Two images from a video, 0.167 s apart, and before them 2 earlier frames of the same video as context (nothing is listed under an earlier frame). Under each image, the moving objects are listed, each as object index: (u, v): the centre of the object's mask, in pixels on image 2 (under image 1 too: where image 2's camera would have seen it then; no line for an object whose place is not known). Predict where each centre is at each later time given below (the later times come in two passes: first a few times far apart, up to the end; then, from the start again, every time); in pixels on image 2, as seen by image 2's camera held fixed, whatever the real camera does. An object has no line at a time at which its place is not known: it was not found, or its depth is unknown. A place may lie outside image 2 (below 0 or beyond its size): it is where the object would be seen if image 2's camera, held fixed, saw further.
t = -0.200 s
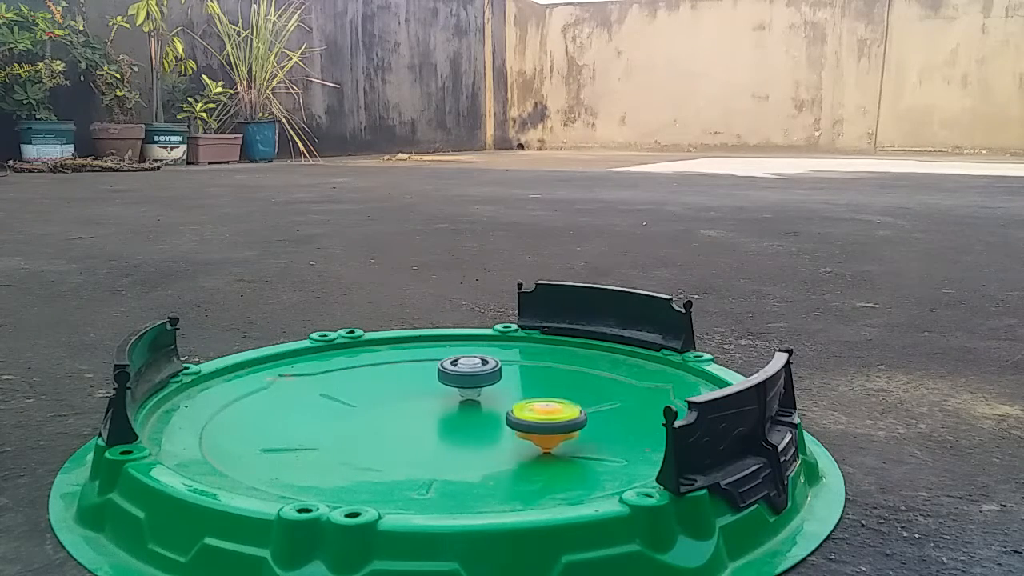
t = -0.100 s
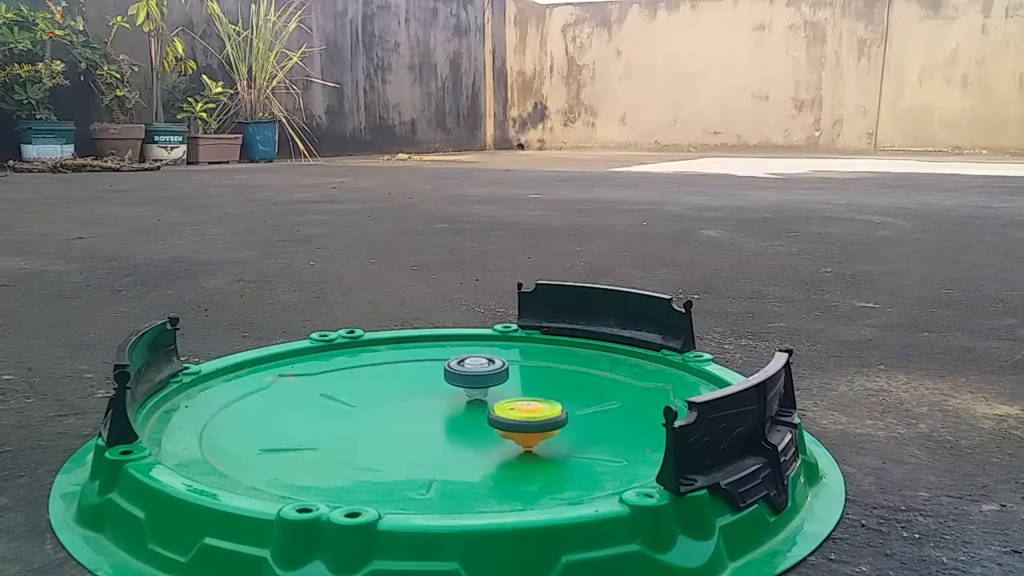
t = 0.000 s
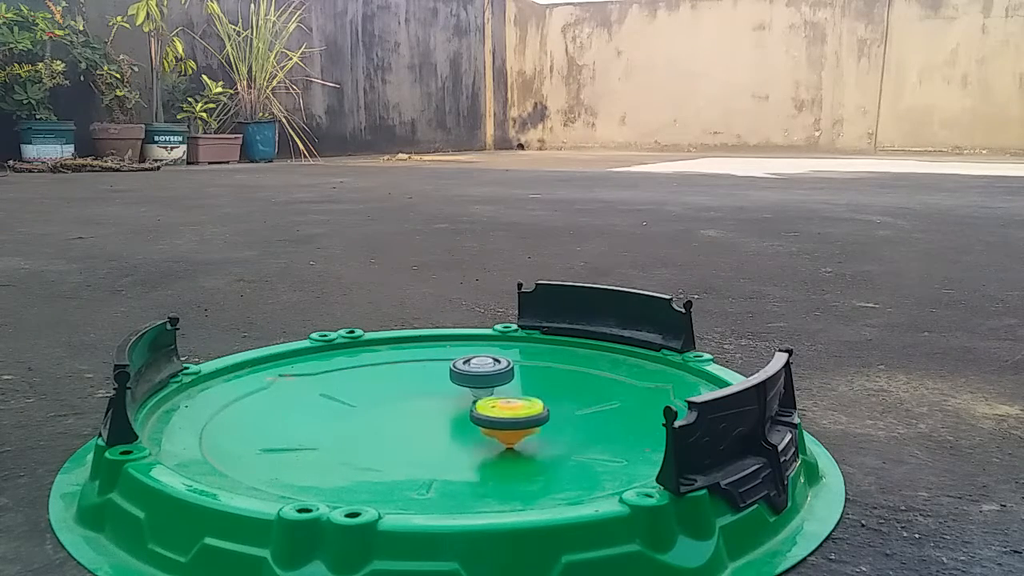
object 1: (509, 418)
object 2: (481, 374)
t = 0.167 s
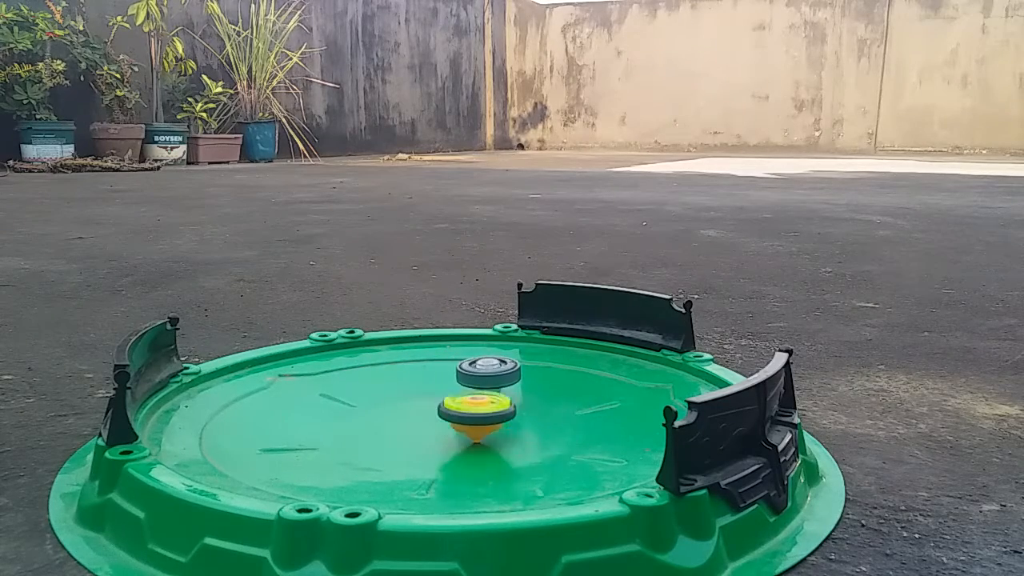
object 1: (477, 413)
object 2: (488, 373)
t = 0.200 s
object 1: (470, 412)
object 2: (490, 373)
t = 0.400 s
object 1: (428, 407)
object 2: (506, 378)
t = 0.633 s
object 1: (382, 400)
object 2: (527, 381)
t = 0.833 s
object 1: (350, 394)
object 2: (537, 384)
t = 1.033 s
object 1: (329, 399)
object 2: (554, 390)
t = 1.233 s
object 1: (339, 407)
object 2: (556, 397)
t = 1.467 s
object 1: (365, 397)
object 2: (544, 403)
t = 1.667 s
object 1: (386, 386)
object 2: (530, 404)
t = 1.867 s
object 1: (397, 377)
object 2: (514, 404)
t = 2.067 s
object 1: (380, 377)
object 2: (497, 404)
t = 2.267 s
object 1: (379, 383)
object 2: (478, 403)
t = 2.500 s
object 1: (415, 379)
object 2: (458, 401)
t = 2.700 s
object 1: (417, 364)
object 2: (463, 415)
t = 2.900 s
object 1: (390, 358)
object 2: (461, 421)
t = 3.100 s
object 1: (370, 362)
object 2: (459, 423)
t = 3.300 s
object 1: (370, 374)
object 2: (456, 422)
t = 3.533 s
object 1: (407, 387)
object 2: (453, 418)
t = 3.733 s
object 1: (457, 382)
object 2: (450, 420)
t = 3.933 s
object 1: (496, 372)
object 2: (440, 432)
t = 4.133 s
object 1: (495, 365)
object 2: (422, 435)
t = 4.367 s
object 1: (483, 365)
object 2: (424, 440)
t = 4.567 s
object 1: (476, 375)
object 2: (437, 442)
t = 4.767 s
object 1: (503, 384)
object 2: (425, 438)
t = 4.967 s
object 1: (531, 393)
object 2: (423, 430)
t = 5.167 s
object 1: (552, 401)
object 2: (433, 420)
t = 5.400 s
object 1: (569, 412)
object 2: (447, 410)
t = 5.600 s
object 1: (577, 412)
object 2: (459, 403)
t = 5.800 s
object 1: (561, 412)
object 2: (474, 395)
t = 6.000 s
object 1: (539, 417)
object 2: (487, 388)
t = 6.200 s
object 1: (512, 420)
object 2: (498, 379)
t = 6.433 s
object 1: (473, 420)
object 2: (488, 374)
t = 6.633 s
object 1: (437, 418)
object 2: (473, 374)
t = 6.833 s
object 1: (403, 415)
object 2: (466, 374)
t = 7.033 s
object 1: (373, 409)
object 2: (470, 374)
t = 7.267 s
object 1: (347, 402)
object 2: (485, 376)
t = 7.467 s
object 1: (335, 397)
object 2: (497, 377)
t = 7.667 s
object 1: (339, 400)
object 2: (508, 379)
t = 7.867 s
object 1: (361, 392)
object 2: (517, 381)
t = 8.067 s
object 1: (381, 383)
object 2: (524, 383)
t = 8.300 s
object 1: (387, 377)
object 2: (522, 387)
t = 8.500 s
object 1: (393, 379)
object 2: (504, 388)
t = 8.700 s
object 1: (419, 378)
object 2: (482, 388)
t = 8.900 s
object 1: (396, 374)
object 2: (497, 394)
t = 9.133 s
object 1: (377, 382)
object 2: (493, 396)
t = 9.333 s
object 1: (396, 384)
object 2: (489, 398)
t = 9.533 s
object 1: (416, 387)
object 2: (481, 399)
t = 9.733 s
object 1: (349, 372)
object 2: (539, 413)
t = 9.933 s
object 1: (339, 369)
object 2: (577, 417)
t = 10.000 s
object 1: (339, 369)
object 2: (579, 415)
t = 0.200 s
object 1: (470, 412)
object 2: (490, 373)
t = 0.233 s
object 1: (464, 411)
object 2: (493, 374)
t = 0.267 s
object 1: (456, 410)
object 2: (496, 375)
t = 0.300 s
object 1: (449, 410)
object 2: (498, 377)
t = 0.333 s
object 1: (442, 409)
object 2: (501, 377)
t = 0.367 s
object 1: (435, 408)
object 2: (504, 377)
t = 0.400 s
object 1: (428, 407)
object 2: (506, 378)
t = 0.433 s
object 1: (421, 406)
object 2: (509, 378)
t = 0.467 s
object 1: (415, 405)
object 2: (511, 378)
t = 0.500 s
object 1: (408, 405)
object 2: (514, 379)
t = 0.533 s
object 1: (401, 403)
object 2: (518, 379)
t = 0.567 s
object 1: (395, 402)
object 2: (521, 379)
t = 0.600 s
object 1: (389, 401)
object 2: (524, 380)
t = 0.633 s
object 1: (382, 400)
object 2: (527, 381)
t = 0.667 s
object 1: (376, 399)
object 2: (529, 381)
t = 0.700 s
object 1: (369, 398)
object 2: (532, 382)
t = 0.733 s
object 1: (364, 397)
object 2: (533, 382)
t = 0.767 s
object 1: (359, 396)
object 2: (534, 383)
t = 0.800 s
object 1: (354, 395)
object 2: (535, 383)
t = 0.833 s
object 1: (350, 394)
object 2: (537, 384)
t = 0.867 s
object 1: (345, 393)
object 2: (539, 384)
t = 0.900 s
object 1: (339, 393)
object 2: (542, 385)
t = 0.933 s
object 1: (335, 395)
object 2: (546, 385)
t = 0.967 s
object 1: (332, 396)
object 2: (550, 386)
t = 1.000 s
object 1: (330, 397)
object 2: (553, 388)
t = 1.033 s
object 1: (329, 399)
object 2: (554, 390)
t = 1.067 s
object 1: (328, 400)
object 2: (554, 392)
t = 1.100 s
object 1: (328, 401)
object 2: (555, 393)
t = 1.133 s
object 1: (328, 403)
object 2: (555, 394)
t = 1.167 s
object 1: (331, 405)
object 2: (555, 395)
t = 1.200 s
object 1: (334, 406)
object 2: (556, 396)
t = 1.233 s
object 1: (339, 407)
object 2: (556, 397)
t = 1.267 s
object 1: (342, 406)
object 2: (555, 399)
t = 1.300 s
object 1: (345, 405)
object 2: (554, 400)
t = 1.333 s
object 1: (349, 404)
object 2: (552, 401)
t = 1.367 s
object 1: (353, 402)
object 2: (550, 401)
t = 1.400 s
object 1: (357, 401)
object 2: (548, 401)
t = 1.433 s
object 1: (361, 399)
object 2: (547, 402)
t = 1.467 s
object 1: (365, 397)
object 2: (544, 403)
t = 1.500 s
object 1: (370, 396)
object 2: (542, 403)
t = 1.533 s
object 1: (374, 394)
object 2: (539, 403)
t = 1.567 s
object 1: (378, 392)
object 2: (537, 403)
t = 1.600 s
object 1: (380, 390)
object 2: (535, 404)
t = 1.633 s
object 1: (383, 389)
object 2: (533, 404)
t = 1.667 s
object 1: (386, 386)
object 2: (530, 404)
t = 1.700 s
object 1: (389, 384)
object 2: (527, 404)
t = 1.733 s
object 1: (391, 383)
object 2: (524, 404)
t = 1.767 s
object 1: (393, 381)
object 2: (522, 404)
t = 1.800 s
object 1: (395, 379)
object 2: (519, 405)
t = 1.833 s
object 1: (397, 378)
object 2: (517, 404)
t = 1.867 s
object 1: (397, 377)
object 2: (514, 404)
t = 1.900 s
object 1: (395, 376)
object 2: (512, 404)
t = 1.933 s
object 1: (393, 376)
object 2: (509, 404)
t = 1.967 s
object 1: (390, 376)
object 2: (506, 404)
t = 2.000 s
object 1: (385, 376)
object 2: (503, 404)
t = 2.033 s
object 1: (383, 377)
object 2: (500, 404)
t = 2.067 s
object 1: (380, 377)
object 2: (497, 404)
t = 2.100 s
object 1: (377, 378)
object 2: (494, 404)
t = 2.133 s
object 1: (375, 379)
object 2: (491, 404)
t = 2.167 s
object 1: (374, 381)
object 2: (487, 404)
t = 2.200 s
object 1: (374, 382)
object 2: (484, 404)
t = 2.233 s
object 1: (375, 383)
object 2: (481, 403)
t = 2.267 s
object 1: (379, 383)
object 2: (478, 403)
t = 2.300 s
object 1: (384, 383)
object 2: (475, 403)
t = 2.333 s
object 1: (390, 383)
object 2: (472, 403)
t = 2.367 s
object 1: (395, 382)
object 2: (469, 403)
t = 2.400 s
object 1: (401, 382)
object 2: (467, 402)
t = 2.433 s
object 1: (406, 381)
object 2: (464, 402)
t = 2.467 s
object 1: (410, 381)
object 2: (461, 402)
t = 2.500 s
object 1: (415, 379)
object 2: (458, 401)
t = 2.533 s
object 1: (419, 378)
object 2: (456, 402)
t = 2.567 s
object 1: (423, 376)
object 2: (456, 402)
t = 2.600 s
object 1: (425, 373)
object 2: (459, 407)
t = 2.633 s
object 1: (424, 370)
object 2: (461, 410)
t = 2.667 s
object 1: (421, 366)
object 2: (462, 412)
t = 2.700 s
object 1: (417, 364)
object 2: (463, 415)
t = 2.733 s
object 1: (413, 362)
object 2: (463, 416)
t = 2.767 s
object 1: (408, 361)
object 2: (462, 418)
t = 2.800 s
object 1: (404, 359)
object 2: (462, 419)
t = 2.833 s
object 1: (398, 359)
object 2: (461, 420)
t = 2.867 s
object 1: (394, 358)
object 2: (461, 421)
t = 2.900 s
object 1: (390, 358)
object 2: (461, 421)
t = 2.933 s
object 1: (386, 358)
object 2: (461, 422)
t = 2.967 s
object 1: (382, 358)
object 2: (461, 422)
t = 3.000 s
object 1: (378, 359)
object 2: (460, 422)
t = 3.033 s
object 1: (375, 360)
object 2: (460, 423)
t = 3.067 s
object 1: (373, 361)
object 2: (460, 423)
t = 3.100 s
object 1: (370, 362)
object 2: (459, 423)
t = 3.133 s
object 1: (369, 364)
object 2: (459, 423)
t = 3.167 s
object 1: (368, 366)
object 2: (459, 423)
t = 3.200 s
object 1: (367, 367)
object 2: (458, 423)
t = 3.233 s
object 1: (368, 370)
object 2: (457, 422)
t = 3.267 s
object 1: (368, 372)
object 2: (457, 422)
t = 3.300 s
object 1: (370, 374)
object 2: (456, 422)
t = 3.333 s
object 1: (371, 378)
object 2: (456, 421)
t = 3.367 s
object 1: (373, 381)
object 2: (456, 421)
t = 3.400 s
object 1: (378, 383)
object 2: (455, 420)
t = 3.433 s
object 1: (383, 384)
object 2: (454, 419)
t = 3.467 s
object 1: (391, 385)
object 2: (454, 419)
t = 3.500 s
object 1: (398, 386)
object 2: (454, 418)
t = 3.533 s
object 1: (407, 387)
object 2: (453, 418)
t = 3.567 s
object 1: (413, 386)
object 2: (453, 417)
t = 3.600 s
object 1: (421, 386)
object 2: (452, 416)
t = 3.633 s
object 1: (429, 385)
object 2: (452, 415)
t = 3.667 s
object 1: (438, 385)
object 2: (451, 415)
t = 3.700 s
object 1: (448, 384)
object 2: (451, 415)
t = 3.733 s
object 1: (457, 382)
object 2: (450, 420)
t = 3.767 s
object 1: (465, 380)
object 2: (449, 424)
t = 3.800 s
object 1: (471, 378)
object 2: (448, 426)
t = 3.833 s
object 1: (479, 377)
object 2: (447, 428)
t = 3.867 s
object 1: (486, 376)
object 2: (445, 429)
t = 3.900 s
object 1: (492, 374)
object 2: (443, 431)
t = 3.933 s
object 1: (496, 372)
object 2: (440, 432)
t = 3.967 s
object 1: (497, 370)
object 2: (438, 432)
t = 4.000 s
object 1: (497, 369)
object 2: (435, 433)
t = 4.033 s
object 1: (497, 368)
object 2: (432, 433)
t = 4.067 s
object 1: (497, 367)
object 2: (429, 433)
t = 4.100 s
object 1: (496, 365)
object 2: (426, 434)
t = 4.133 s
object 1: (495, 365)
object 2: (422, 435)
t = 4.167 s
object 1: (494, 364)
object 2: (419, 435)
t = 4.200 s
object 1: (493, 364)
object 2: (417, 436)
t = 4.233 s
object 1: (491, 364)
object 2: (416, 437)
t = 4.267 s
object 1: (490, 363)
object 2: (416, 438)
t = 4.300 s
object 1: (487, 364)
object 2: (418, 439)
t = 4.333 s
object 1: (486, 364)
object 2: (421, 439)
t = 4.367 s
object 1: (483, 365)
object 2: (424, 440)
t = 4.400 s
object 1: (481, 366)
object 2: (428, 440)
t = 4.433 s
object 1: (479, 368)
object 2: (431, 440)
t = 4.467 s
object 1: (476, 370)
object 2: (434, 441)
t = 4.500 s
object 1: (475, 371)
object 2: (437, 441)
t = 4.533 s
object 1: (474, 373)
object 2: (437, 441)
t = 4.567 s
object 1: (476, 375)
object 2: (437, 442)
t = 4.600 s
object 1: (480, 376)
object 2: (435, 442)
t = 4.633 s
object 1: (484, 378)
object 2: (432, 442)
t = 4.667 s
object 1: (490, 380)
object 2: (430, 442)
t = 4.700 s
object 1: (494, 381)
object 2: (428, 441)
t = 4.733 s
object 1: (500, 382)
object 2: (426, 440)
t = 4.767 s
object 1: (503, 384)
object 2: (425, 438)
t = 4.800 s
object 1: (508, 385)
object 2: (425, 437)
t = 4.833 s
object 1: (513, 387)
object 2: (425, 435)
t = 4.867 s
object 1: (517, 389)
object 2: (424, 434)
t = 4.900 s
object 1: (523, 390)
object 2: (424, 432)
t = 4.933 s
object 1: (527, 391)
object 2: (423, 431)
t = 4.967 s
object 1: (531, 393)
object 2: (423, 430)
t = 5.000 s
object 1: (535, 394)
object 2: (424, 428)
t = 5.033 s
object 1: (538, 396)
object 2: (426, 426)
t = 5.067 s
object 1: (542, 397)
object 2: (428, 425)
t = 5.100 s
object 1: (546, 399)
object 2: (429, 424)
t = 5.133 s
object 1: (549, 400)
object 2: (431, 422)
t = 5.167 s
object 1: (552, 401)
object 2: (433, 420)
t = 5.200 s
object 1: (555, 403)
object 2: (435, 419)
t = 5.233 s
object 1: (558, 404)
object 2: (436, 417)
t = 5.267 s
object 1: (560, 406)
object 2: (438, 416)
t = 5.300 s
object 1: (562, 408)
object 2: (440, 415)
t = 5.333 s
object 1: (565, 409)
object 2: (442, 413)
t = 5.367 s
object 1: (567, 410)
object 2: (444, 412)
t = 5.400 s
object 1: (569, 412)
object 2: (447, 410)
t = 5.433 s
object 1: (571, 413)
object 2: (450, 409)
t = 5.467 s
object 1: (573, 413)
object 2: (452, 408)
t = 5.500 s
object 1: (575, 413)
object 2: (454, 406)
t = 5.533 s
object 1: (577, 413)
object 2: (456, 405)
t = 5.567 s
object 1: (578, 412)
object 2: (458, 404)
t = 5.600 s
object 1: (577, 412)
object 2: (459, 403)
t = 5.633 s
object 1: (577, 411)
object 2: (461, 401)
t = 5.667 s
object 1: (575, 410)
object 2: (463, 400)
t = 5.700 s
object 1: (571, 410)
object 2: (466, 399)
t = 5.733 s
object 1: (569, 410)
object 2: (469, 398)
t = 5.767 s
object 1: (565, 411)
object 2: (471, 397)
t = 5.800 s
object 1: (561, 412)
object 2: (474, 395)
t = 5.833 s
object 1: (558, 413)
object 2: (477, 394)
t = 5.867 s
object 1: (555, 414)
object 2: (479, 393)
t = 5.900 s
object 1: (551, 415)
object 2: (481, 391)
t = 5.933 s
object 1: (546, 416)
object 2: (483, 390)
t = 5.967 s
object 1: (543, 416)
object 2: (485, 389)
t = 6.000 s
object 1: (539, 417)
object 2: (487, 388)
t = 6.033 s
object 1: (535, 418)
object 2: (490, 386)
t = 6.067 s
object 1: (531, 418)
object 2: (491, 385)
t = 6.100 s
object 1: (526, 419)
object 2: (494, 383)
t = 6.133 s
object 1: (521, 420)
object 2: (496, 381)
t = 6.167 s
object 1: (516, 420)
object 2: (497, 380)
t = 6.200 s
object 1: (512, 420)
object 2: (498, 379)
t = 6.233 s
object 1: (506, 421)
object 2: (498, 379)
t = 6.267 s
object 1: (500, 421)
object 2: (498, 377)
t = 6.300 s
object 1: (495, 421)
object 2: (497, 376)
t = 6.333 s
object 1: (489, 421)
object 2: (496, 375)
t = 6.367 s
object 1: (483, 421)
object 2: (494, 375)
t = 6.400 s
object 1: (478, 421)
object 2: (491, 374)
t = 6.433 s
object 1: (473, 420)
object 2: (488, 374)
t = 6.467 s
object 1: (468, 420)
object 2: (485, 374)
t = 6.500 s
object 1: (462, 420)
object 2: (482, 374)
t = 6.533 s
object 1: (455, 420)
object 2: (480, 374)
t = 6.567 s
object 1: (450, 419)
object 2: (478, 374)
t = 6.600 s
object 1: (444, 419)
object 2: (475, 374)
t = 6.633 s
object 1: (437, 418)
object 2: (473, 374)
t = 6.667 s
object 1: (431, 418)
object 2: (471, 374)
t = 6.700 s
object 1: (426, 418)
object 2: (469, 374)
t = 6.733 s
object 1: (421, 417)
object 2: (467, 374)
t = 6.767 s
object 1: (414, 417)
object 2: (466, 374)
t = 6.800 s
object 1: (408, 416)
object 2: (466, 374)
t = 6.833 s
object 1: (403, 415)
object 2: (466, 374)
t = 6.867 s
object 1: (398, 414)
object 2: (466, 374)
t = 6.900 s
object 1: (393, 413)
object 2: (467, 374)
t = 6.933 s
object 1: (387, 412)
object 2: (467, 374)
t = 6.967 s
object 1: (382, 411)
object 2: (467, 374)
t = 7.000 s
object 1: (377, 410)
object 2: (468, 374)
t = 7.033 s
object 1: (373, 409)
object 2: (470, 374)
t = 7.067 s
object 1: (368, 408)
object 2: (472, 375)
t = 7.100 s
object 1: (363, 407)
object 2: (474, 375)
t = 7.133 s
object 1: (359, 406)
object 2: (476, 375)
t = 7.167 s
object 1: (356, 405)
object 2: (477, 375)
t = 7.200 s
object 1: (354, 404)
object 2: (479, 375)
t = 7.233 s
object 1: (350, 403)
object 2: (482, 375)
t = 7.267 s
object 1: (347, 402)
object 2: (485, 376)
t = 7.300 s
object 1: (344, 401)
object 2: (488, 376)
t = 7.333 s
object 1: (343, 400)
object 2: (490, 376)
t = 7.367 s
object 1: (341, 399)
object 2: (492, 376)
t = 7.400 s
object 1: (340, 397)
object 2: (494, 376)
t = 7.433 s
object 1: (338, 397)
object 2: (495, 377)
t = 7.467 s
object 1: (335, 397)
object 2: (497, 377)
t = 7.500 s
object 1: (334, 398)
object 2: (500, 378)
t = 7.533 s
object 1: (333, 398)
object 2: (502, 378)
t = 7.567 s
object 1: (334, 399)
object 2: (504, 378)
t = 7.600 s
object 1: (335, 400)
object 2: (505, 378)
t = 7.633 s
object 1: (337, 400)
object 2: (506, 379)
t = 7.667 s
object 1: (339, 400)
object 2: (508, 379)
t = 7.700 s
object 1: (342, 399)
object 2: (510, 380)
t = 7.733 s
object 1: (346, 398)
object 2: (512, 380)
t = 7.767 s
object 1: (350, 397)
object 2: (513, 380)
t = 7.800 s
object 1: (354, 396)
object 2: (514, 380)
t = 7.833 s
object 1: (358, 394)
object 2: (515, 381)
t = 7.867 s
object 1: (361, 392)
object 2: (517, 381)
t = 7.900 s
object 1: (365, 391)
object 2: (519, 381)
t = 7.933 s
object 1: (367, 390)
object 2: (520, 382)
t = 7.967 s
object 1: (370, 388)
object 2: (521, 382)
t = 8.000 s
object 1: (374, 386)
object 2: (522, 382)
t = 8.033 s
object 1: (378, 385)
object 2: (523, 383)
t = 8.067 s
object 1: (381, 383)
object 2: (524, 383)
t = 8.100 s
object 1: (384, 382)
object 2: (525, 384)
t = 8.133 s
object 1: (386, 380)
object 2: (526, 384)
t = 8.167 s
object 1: (387, 379)
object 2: (526, 384)
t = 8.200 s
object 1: (388, 378)
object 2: (525, 385)
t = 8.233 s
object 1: (387, 377)
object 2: (525, 386)
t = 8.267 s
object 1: (387, 377)
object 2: (524, 386)
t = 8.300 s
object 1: (387, 377)
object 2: (522, 387)
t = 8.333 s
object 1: (387, 377)
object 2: (519, 387)
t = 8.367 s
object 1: (387, 377)
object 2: (516, 388)
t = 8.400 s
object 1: (388, 378)
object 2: (513, 388)
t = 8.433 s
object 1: (388, 378)
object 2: (511, 388)
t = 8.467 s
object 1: (390, 379)
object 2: (507, 388)
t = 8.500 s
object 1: (393, 379)
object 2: (504, 388)
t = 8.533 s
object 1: (396, 379)
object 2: (500, 388)
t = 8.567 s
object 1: (401, 379)
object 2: (496, 388)
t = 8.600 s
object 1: (405, 378)
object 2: (494, 388)
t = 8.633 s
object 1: (411, 378)
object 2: (490, 388)
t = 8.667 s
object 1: (415, 378)
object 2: (486, 388)
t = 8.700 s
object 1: (419, 378)
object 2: (482, 388)
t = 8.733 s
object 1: (418, 377)
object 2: (485, 389)
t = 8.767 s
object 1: (412, 374)
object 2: (491, 390)
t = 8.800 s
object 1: (408, 373)
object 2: (493, 391)
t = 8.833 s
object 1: (404, 373)
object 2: (495, 392)
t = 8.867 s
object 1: (400, 373)
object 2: (495, 393)
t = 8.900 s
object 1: (396, 374)
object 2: (497, 394)
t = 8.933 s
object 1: (392, 374)
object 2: (497, 394)
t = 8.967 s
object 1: (389, 375)
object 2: (497, 395)
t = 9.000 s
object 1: (385, 376)
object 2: (495, 395)
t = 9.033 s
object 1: (383, 378)
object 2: (495, 396)
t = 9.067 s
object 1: (380, 379)
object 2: (495, 396)
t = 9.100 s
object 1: (378, 380)
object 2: (495, 396)
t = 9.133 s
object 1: (377, 382)
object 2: (493, 396)
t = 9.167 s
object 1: (378, 383)
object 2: (492, 397)
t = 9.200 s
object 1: (381, 383)
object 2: (492, 397)
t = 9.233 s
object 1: (384, 384)
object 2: (492, 397)
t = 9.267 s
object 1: (388, 384)
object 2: (491, 397)
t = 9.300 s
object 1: (392, 384)
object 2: (489, 398)
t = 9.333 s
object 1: (396, 384)
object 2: (489, 398)
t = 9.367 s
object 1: (400, 385)
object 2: (488, 398)
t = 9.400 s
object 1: (403, 385)
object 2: (486, 399)
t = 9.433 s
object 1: (406, 385)
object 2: (484, 399)
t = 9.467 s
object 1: (410, 386)
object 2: (483, 399)
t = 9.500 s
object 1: (414, 387)
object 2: (483, 399)
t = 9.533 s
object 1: (416, 387)
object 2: (481, 399)
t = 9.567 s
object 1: (417, 388)
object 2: (480, 400)
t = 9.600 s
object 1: (399, 383)
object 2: (499, 404)
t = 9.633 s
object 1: (382, 379)
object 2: (514, 407)
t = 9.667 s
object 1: (369, 375)
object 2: (524, 410)
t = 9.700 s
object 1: (358, 373)
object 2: (532, 412)
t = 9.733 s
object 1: (349, 372)
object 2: (539, 413)
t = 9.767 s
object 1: (342, 372)
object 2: (546, 414)
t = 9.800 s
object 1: (338, 371)
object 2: (551, 415)
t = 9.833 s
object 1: (339, 371)
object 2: (558, 416)
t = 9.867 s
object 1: (337, 370)
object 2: (566, 417)
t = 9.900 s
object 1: (335, 370)
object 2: (573, 417)
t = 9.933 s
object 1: (339, 369)
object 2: (577, 417)
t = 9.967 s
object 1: (340, 370)
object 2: (578, 416)
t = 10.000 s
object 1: (339, 369)
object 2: (579, 415)
